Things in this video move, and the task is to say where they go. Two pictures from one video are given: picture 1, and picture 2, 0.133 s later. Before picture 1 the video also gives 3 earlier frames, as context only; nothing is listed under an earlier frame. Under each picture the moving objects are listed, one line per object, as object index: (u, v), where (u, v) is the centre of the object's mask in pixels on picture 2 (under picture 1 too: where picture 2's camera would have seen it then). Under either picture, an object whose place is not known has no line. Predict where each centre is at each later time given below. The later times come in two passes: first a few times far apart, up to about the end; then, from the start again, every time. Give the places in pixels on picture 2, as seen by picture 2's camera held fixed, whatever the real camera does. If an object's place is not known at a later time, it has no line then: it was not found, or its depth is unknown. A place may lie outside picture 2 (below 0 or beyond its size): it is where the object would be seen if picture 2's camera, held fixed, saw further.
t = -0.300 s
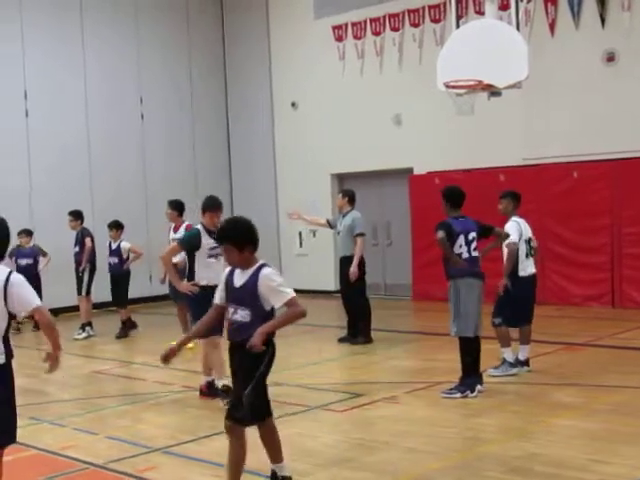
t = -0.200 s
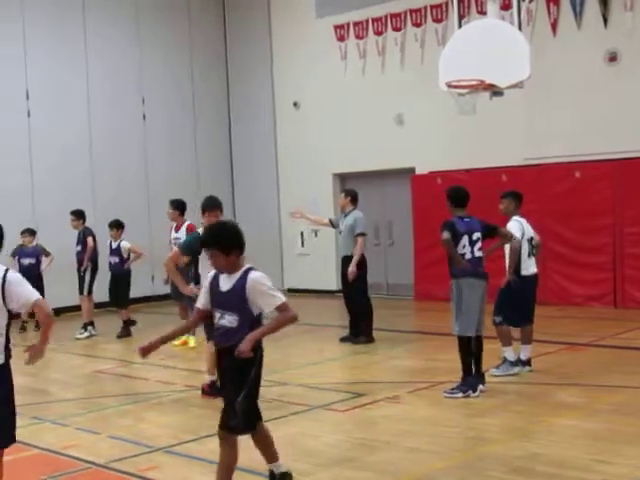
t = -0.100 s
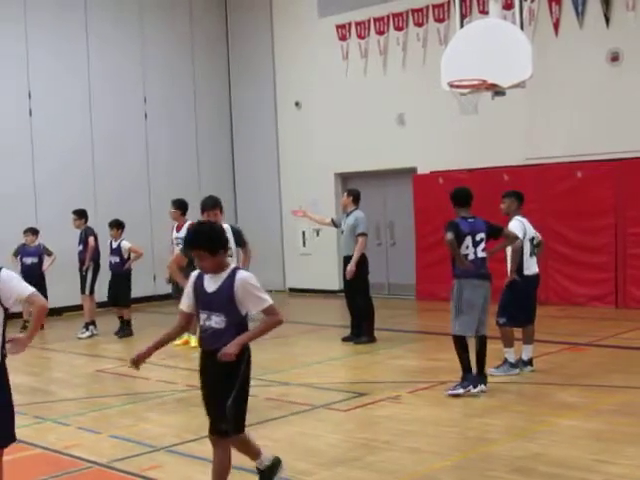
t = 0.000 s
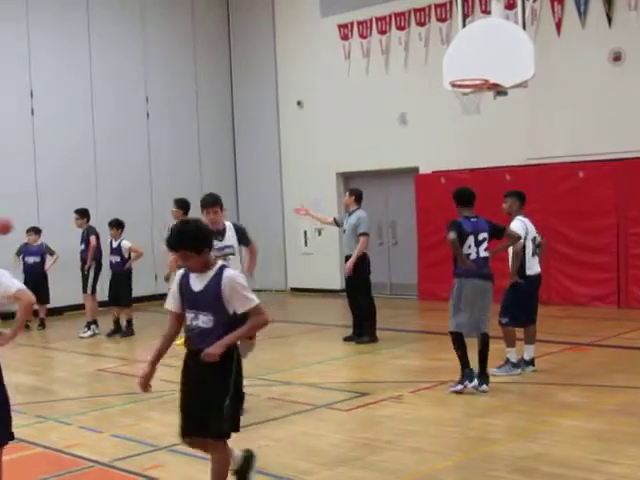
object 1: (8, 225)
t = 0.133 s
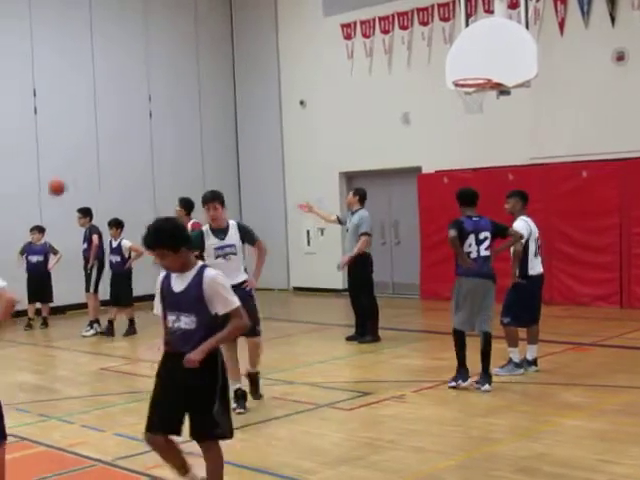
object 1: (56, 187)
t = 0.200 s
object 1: (83, 173)
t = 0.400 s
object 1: (167, 150)
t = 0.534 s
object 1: (225, 151)
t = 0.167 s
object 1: (70, 179)
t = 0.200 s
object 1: (83, 173)
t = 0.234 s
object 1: (97, 168)
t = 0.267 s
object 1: (111, 162)
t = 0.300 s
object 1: (124, 158)
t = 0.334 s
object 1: (138, 154)
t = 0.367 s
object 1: (152, 152)
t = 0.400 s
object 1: (167, 150)
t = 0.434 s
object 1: (181, 148)
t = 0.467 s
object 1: (196, 148)
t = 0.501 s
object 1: (210, 150)
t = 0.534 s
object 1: (225, 151)
